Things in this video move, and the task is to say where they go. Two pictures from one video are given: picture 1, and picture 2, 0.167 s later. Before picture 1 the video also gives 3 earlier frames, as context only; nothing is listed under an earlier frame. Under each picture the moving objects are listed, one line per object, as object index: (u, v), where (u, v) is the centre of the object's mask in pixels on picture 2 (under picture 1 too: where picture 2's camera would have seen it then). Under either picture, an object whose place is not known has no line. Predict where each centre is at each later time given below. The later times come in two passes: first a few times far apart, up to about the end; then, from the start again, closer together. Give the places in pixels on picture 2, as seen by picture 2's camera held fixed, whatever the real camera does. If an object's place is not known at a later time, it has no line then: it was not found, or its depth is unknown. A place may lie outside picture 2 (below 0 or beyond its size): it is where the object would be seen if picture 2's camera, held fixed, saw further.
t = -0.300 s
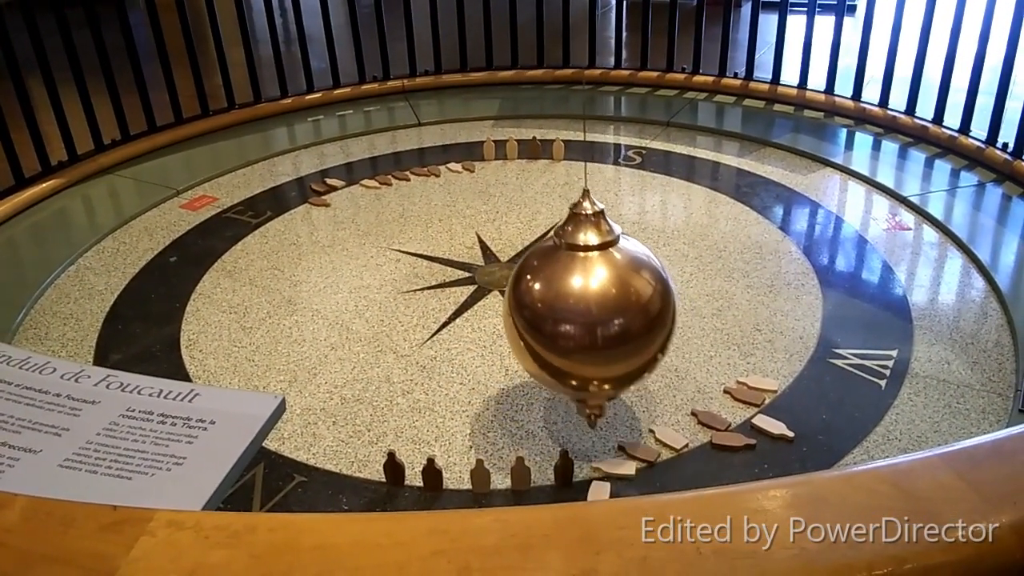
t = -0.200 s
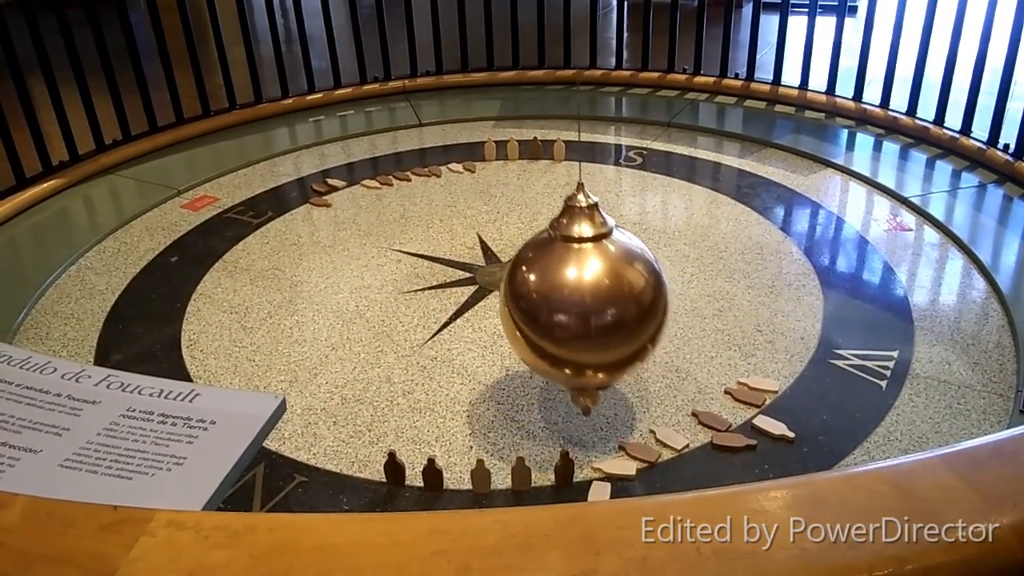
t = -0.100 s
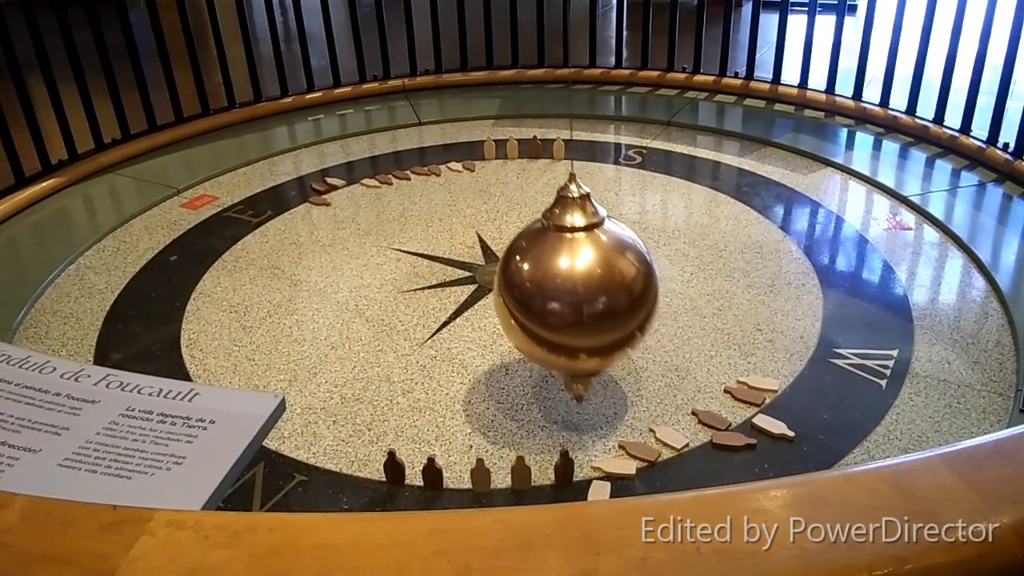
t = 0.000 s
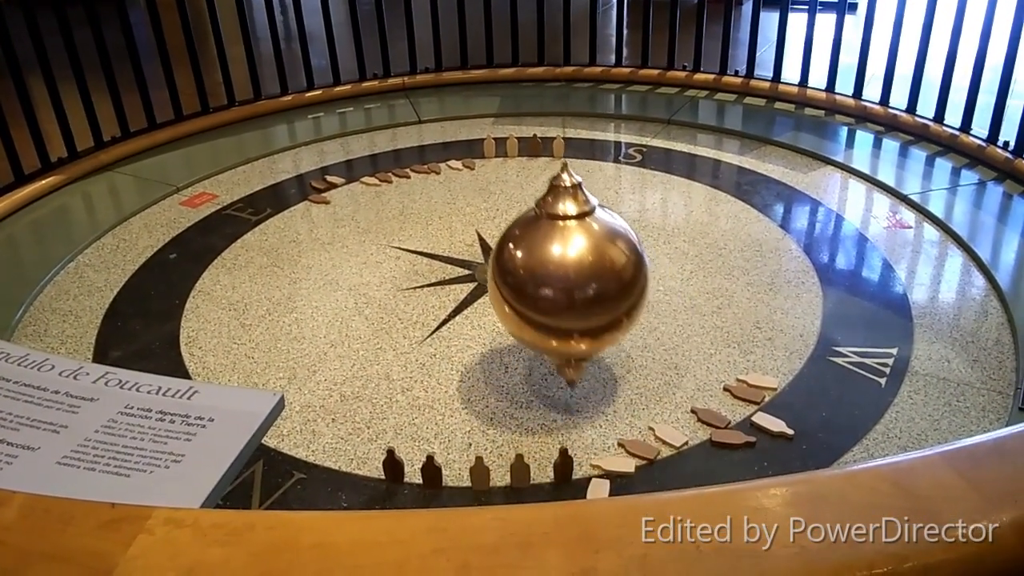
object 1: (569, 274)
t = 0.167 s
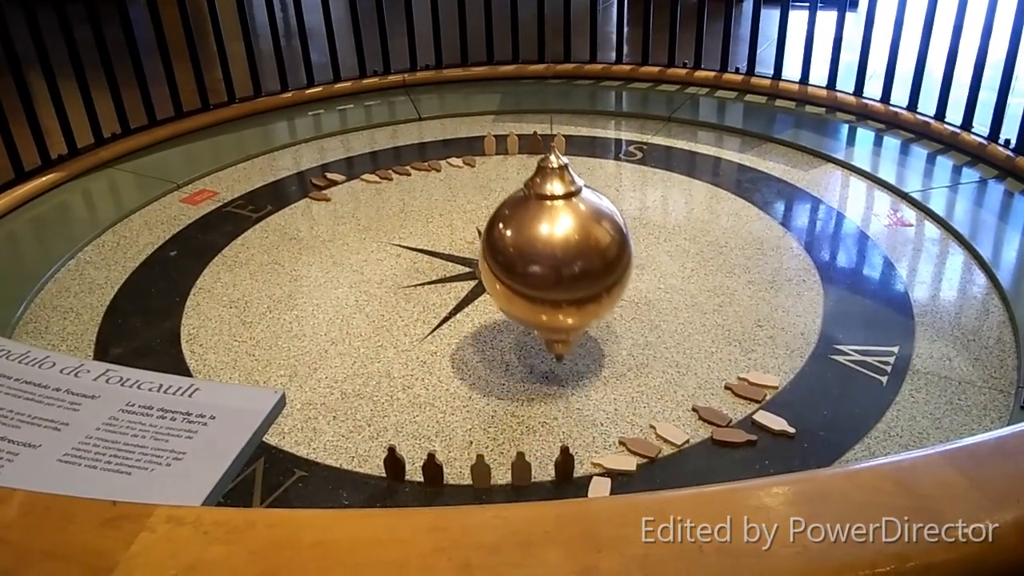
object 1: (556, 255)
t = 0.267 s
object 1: (548, 243)
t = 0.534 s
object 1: (526, 211)
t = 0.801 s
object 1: (506, 180)
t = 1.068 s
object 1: (488, 152)
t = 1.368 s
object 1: (471, 124)
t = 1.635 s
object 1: (458, 105)
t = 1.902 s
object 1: (449, 89)
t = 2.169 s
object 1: (441, 77)
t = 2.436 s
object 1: (437, 70)
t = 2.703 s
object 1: (434, 68)
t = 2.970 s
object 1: (435, 71)
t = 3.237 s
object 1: (438, 80)
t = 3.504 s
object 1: (444, 93)
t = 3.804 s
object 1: (454, 113)
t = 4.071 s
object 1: (466, 135)
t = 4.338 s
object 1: (481, 161)
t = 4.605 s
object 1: (499, 191)
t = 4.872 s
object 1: (521, 222)
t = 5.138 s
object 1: (543, 255)
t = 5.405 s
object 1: (566, 286)
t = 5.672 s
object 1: (586, 312)
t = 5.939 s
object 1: (602, 331)
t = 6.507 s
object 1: (608, 331)
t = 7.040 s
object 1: (579, 288)
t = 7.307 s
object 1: (559, 257)
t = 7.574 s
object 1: (537, 225)
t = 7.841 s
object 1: (516, 194)
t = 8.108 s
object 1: (497, 164)
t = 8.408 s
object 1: (479, 135)
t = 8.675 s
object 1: (464, 115)
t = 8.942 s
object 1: (454, 102)
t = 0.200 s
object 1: (553, 251)
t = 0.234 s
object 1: (550, 247)
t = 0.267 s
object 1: (548, 243)
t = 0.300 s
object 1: (545, 239)
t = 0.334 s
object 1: (542, 235)
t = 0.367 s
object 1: (540, 231)
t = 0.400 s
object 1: (537, 227)
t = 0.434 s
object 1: (534, 223)
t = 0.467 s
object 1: (531, 219)
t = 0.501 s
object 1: (528, 215)
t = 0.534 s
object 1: (526, 211)
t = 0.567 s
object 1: (524, 206)
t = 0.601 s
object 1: (521, 202)
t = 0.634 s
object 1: (518, 198)
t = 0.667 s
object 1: (516, 194)
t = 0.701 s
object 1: (513, 190)
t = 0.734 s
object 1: (511, 187)
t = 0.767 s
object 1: (508, 183)
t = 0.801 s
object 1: (506, 180)
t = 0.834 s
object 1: (504, 176)
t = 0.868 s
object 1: (502, 172)
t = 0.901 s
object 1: (499, 169)
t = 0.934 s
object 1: (497, 165)
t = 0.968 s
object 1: (494, 162)
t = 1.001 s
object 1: (492, 158)
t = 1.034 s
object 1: (490, 155)
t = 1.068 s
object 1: (488, 152)
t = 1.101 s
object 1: (486, 148)
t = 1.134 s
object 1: (484, 145)
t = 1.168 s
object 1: (482, 142)
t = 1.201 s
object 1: (480, 139)
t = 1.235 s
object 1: (478, 136)
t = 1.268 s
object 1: (476, 132)
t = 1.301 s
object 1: (474, 130)
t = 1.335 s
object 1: (472, 127)
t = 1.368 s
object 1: (471, 124)
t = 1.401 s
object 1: (469, 121)
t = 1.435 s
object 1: (467, 119)
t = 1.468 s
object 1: (466, 116)
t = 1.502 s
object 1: (465, 114)
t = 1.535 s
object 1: (463, 111)
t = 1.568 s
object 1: (461, 109)
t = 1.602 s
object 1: (460, 107)
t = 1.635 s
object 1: (458, 105)
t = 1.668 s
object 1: (457, 102)
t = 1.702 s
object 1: (456, 100)
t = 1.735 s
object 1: (454, 98)
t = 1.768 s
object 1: (453, 96)
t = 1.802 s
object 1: (452, 94)
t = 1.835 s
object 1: (451, 93)
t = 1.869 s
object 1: (450, 91)
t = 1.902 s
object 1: (449, 89)
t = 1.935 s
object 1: (448, 87)
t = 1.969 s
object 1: (446, 85)
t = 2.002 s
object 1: (445, 83)
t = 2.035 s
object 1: (444, 82)
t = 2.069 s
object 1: (443, 81)
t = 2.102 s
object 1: (442, 79)
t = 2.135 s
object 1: (441, 78)
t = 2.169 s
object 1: (441, 77)
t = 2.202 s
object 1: (440, 76)
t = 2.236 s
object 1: (440, 74)
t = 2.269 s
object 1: (439, 74)
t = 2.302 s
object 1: (439, 73)
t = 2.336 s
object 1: (438, 72)
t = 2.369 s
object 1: (437, 71)
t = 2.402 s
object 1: (437, 70)
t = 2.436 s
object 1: (437, 70)
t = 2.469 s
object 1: (436, 69)
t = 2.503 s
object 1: (436, 69)
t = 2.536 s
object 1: (435, 69)
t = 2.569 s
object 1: (435, 68)
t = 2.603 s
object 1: (435, 68)
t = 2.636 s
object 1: (435, 68)
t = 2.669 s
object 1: (434, 68)
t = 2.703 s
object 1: (434, 68)
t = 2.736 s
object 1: (434, 68)
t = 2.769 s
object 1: (434, 68)
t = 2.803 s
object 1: (434, 69)
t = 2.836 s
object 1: (435, 69)
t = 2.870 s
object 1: (434, 70)
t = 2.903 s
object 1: (434, 70)
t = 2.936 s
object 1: (434, 70)
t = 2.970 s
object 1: (435, 71)
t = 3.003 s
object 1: (435, 72)
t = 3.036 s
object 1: (435, 73)
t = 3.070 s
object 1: (436, 74)
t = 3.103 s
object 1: (436, 75)
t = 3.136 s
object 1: (436, 76)
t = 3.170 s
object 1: (437, 77)
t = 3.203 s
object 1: (437, 78)
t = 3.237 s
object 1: (438, 80)
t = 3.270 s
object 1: (439, 81)
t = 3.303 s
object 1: (440, 83)
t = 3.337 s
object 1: (440, 84)
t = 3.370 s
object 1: (441, 86)
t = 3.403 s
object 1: (442, 87)
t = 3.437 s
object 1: (443, 89)
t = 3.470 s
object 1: (443, 91)
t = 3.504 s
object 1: (444, 93)
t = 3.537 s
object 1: (445, 95)
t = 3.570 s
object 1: (446, 97)
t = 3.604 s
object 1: (447, 99)
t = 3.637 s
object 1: (449, 101)
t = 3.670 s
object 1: (450, 103)
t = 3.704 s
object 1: (450, 105)
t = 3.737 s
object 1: (452, 108)
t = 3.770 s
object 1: (453, 111)
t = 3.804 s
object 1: (454, 113)
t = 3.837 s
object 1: (456, 116)
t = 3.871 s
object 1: (457, 118)
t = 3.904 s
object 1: (458, 121)
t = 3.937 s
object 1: (460, 124)
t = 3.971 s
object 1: (461, 126)
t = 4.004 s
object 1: (463, 129)
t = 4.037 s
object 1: (465, 132)
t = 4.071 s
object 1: (466, 135)
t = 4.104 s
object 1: (468, 138)
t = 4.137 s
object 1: (469, 140)
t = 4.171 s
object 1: (471, 143)
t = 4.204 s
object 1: (473, 147)
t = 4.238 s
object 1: (475, 151)
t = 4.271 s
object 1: (477, 154)
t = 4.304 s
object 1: (479, 158)
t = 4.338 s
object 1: (481, 161)
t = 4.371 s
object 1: (483, 164)
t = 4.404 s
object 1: (485, 168)
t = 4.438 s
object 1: (488, 172)
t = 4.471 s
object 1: (490, 176)
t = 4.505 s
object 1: (492, 180)
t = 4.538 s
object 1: (494, 183)
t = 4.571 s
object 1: (497, 187)
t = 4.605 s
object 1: (499, 191)
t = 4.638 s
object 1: (502, 195)
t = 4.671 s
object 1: (504, 198)
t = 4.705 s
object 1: (506, 203)
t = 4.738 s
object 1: (509, 206)
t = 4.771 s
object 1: (512, 210)
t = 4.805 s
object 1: (515, 214)
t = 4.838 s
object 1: (518, 218)
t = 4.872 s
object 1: (521, 222)
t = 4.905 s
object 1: (523, 226)
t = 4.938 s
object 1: (526, 230)
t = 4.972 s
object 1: (529, 235)
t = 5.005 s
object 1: (532, 238)
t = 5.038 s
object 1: (535, 243)
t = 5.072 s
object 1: (538, 246)
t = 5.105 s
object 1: (540, 251)
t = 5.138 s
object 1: (543, 255)
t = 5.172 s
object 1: (546, 259)
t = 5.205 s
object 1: (549, 263)
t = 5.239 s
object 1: (552, 267)
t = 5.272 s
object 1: (555, 271)
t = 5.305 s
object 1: (558, 275)
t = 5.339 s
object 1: (560, 278)
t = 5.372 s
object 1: (563, 282)
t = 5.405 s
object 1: (566, 286)
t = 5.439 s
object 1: (569, 289)
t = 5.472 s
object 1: (572, 293)
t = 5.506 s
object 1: (574, 296)
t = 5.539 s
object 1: (576, 299)
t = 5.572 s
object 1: (579, 303)
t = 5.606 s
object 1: (581, 306)
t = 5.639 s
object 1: (584, 308)
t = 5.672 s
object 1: (586, 312)
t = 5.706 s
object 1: (588, 315)
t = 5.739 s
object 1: (590, 318)
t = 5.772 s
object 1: (593, 320)
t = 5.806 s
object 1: (595, 322)
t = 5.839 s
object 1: (597, 325)
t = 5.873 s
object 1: (599, 327)
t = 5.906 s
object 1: (601, 329)
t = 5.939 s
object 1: (602, 331)
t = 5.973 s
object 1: (604, 332)
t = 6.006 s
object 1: (605, 333)
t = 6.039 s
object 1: (606, 334)
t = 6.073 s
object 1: (607, 335)
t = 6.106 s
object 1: (608, 336)
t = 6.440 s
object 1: (610, 334)
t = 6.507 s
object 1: (608, 331)
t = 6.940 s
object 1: (586, 298)
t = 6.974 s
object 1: (584, 294)
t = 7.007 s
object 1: (581, 291)
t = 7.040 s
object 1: (579, 288)
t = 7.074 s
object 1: (577, 284)
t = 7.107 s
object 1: (574, 280)
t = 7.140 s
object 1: (572, 276)
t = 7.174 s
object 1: (569, 272)
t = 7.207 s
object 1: (567, 269)
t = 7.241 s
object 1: (564, 265)
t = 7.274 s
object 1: (561, 261)
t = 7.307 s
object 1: (559, 257)
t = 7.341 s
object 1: (556, 254)
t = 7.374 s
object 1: (554, 250)
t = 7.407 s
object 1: (550, 245)
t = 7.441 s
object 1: (548, 242)
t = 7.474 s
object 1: (545, 238)
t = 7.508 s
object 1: (542, 233)
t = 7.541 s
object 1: (539, 229)
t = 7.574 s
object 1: (537, 225)
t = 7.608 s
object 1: (534, 221)
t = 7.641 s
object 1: (532, 217)
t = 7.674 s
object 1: (529, 213)
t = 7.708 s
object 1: (527, 209)
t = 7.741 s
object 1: (524, 205)
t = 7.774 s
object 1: (522, 202)
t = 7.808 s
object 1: (519, 198)
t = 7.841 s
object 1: (516, 194)
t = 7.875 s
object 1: (514, 189)
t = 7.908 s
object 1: (511, 186)
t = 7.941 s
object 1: (509, 183)
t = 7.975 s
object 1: (506, 179)
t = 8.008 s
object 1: (504, 175)
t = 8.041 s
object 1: (501, 171)
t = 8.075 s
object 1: (499, 168)
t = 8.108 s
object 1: (497, 164)
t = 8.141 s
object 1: (494, 160)
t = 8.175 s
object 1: (491, 157)
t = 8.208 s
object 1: (490, 154)
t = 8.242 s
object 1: (489, 152)
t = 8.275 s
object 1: (487, 149)
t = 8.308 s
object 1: (485, 145)
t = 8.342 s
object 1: (482, 141)
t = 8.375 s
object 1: (480, 138)
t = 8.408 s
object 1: (479, 135)
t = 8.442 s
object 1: (477, 132)
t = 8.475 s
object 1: (475, 130)
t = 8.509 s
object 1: (473, 127)
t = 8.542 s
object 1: (471, 125)
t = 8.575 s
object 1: (470, 122)
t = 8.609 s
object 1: (467, 120)
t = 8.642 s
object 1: (466, 117)
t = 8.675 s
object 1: (464, 115)
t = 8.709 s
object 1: (463, 113)
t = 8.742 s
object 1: (462, 112)
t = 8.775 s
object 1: (461, 110)
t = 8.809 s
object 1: (459, 109)
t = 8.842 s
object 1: (458, 108)
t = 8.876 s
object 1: (456, 105)
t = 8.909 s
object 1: (455, 103)
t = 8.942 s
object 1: (454, 102)
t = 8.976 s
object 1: (452, 101)
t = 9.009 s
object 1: (450, 99)
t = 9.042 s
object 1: (449, 96)
